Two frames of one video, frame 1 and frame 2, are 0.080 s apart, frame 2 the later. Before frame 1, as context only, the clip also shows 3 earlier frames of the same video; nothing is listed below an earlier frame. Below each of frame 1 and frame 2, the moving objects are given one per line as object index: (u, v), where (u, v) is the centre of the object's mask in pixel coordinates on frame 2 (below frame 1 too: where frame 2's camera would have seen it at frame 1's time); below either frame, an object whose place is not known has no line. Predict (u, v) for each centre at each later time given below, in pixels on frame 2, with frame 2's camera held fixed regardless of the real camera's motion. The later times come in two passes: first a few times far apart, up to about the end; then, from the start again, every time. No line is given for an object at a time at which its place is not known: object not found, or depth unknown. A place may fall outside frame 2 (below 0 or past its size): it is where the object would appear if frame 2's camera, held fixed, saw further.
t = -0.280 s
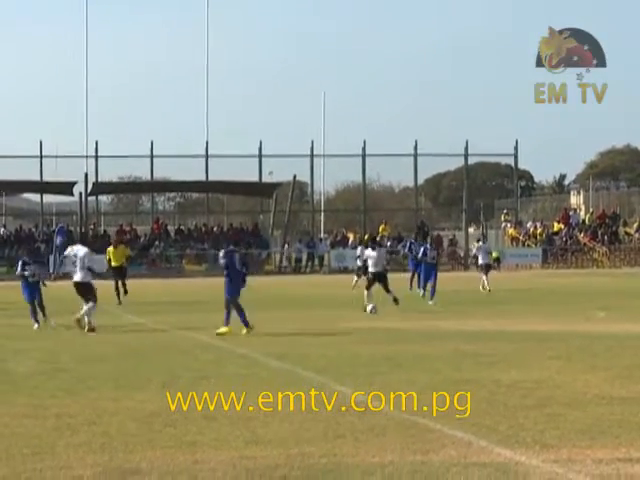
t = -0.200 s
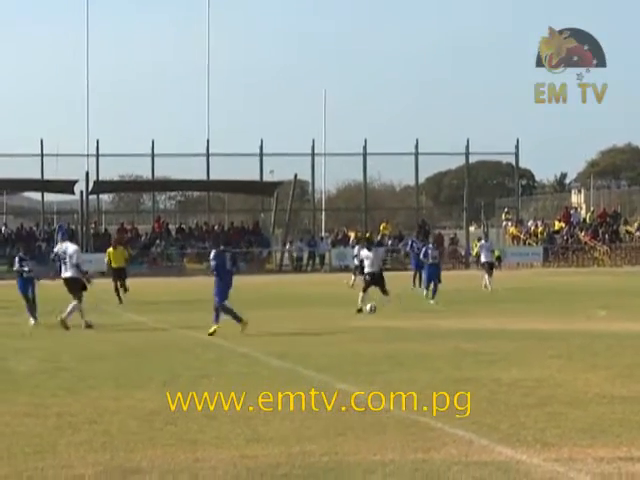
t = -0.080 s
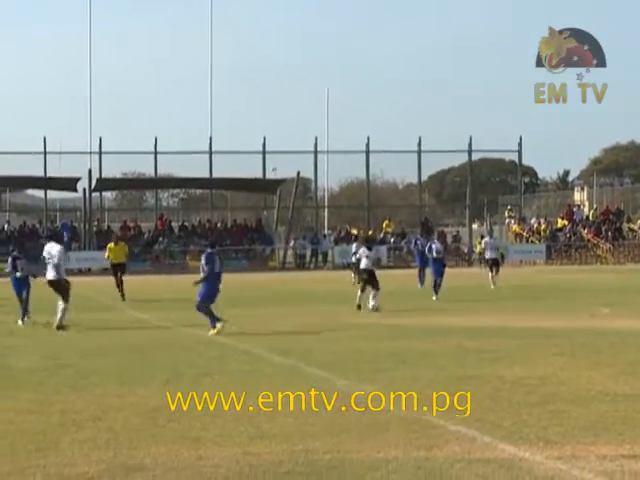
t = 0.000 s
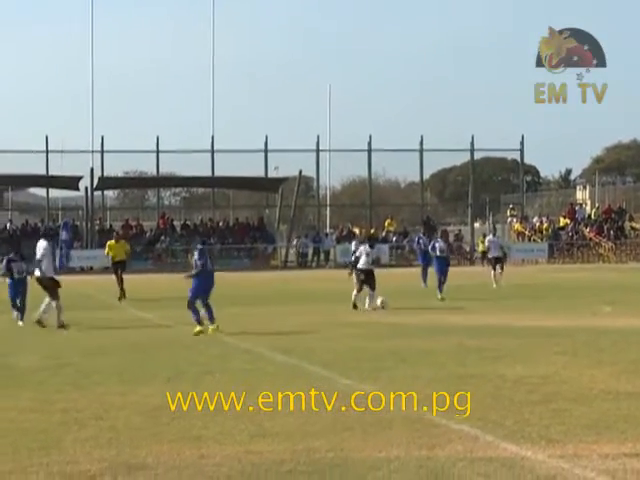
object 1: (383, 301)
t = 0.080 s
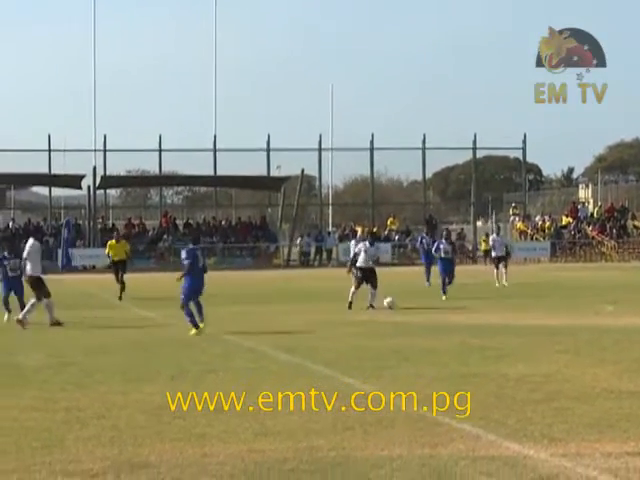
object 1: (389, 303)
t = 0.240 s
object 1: (397, 310)
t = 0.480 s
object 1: (409, 319)
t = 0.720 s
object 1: (412, 325)
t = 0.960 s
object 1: (410, 335)
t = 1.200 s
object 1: (406, 343)
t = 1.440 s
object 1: (400, 352)
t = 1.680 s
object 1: (393, 362)
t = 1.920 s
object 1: (384, 376)
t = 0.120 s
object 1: (391, 305)
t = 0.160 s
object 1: (394, 310)
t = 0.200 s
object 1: (396, 312)
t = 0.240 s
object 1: (397, 310)
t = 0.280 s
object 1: (398, 309)
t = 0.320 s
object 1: (400, 308)
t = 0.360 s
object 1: (402, 308)
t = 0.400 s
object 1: (404, 310)
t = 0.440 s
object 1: (406, 314)
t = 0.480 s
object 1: (409, 319)
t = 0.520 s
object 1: (410, 320)
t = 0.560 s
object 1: (410, 319)
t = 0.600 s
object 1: (410, 319)
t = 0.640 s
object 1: (411, 319)
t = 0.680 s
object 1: (412, 320)
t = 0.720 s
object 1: (412, 325)
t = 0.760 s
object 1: (412, 329)
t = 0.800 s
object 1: (413, 329)
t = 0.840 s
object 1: (412, 329)
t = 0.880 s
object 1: (411, 331)
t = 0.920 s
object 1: (411, 333)
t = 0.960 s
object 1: (410, 335)
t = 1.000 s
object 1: (410, 336)
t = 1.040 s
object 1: (409, 336)
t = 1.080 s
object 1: (409, 339)
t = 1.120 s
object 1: (408, 339)
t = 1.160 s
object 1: (407, 341)
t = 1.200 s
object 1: (406, 343)
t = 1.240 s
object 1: (405, 344)
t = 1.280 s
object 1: (404, 346)
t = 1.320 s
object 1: (404, 347)
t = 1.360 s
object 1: (402, 347)
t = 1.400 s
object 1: (401, 349)
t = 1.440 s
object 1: (400, 352)
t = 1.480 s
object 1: (399, 353)
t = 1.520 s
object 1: (398, 354)
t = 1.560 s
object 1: (397, 355)
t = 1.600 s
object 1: (396, 358)
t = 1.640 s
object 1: (394, 360)
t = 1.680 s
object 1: (393, 362)
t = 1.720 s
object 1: (392, 363)
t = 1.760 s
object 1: (391, 366)
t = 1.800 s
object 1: (389, 369)
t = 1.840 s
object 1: (387, 372)
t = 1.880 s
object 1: (386, 374)
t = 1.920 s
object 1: (384, 376)
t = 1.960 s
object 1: (382, 379)
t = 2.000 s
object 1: (381, 381)
